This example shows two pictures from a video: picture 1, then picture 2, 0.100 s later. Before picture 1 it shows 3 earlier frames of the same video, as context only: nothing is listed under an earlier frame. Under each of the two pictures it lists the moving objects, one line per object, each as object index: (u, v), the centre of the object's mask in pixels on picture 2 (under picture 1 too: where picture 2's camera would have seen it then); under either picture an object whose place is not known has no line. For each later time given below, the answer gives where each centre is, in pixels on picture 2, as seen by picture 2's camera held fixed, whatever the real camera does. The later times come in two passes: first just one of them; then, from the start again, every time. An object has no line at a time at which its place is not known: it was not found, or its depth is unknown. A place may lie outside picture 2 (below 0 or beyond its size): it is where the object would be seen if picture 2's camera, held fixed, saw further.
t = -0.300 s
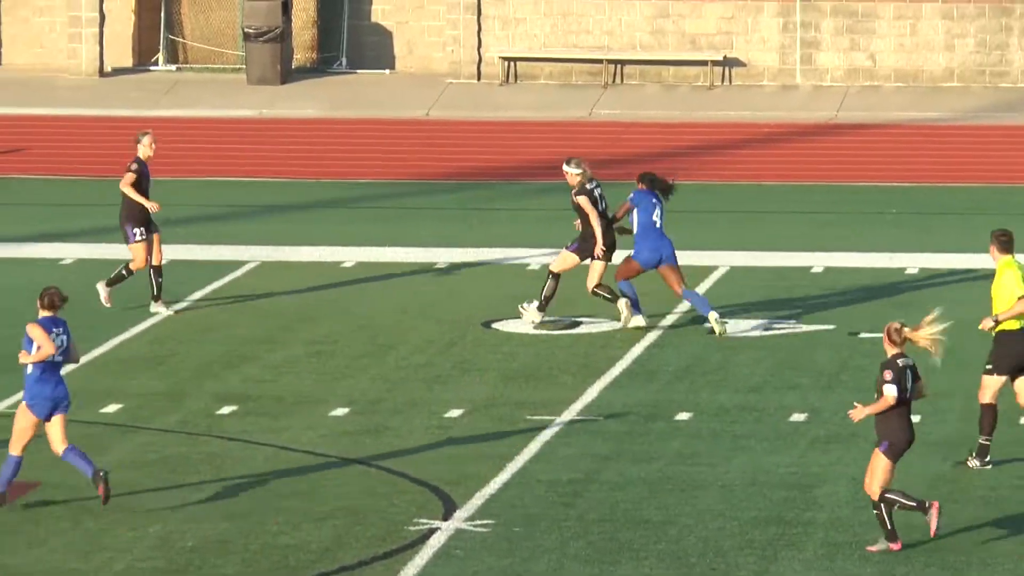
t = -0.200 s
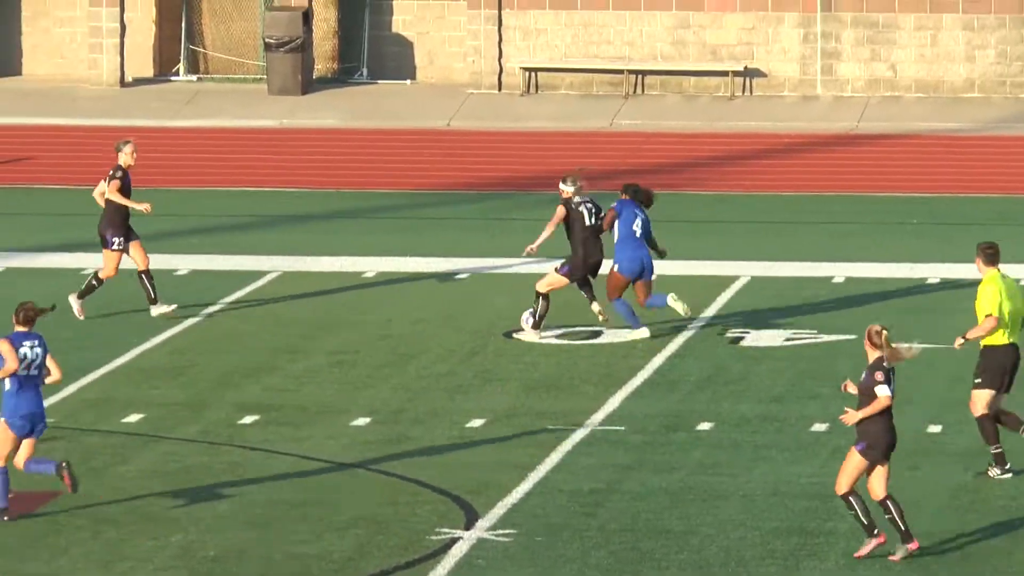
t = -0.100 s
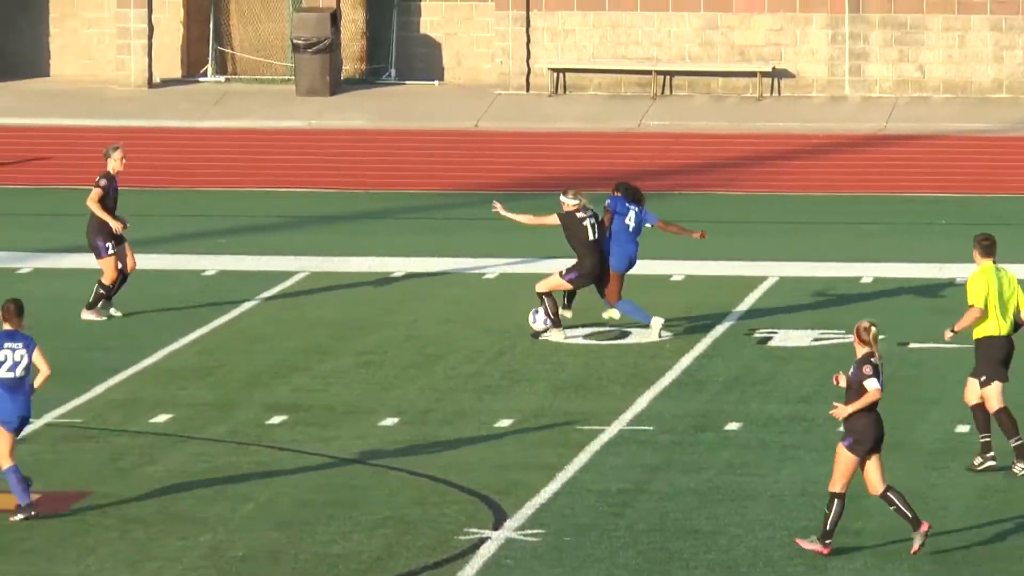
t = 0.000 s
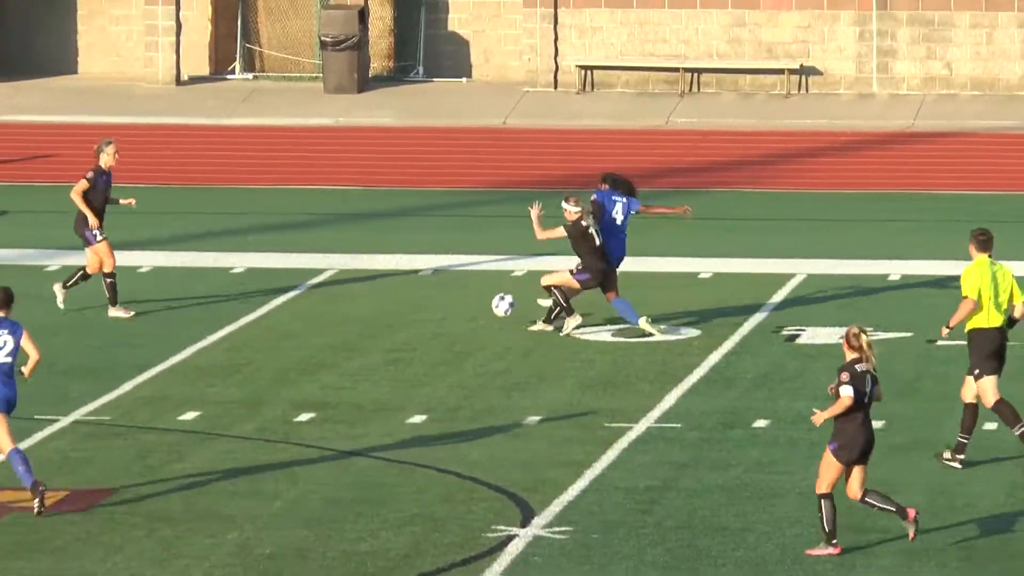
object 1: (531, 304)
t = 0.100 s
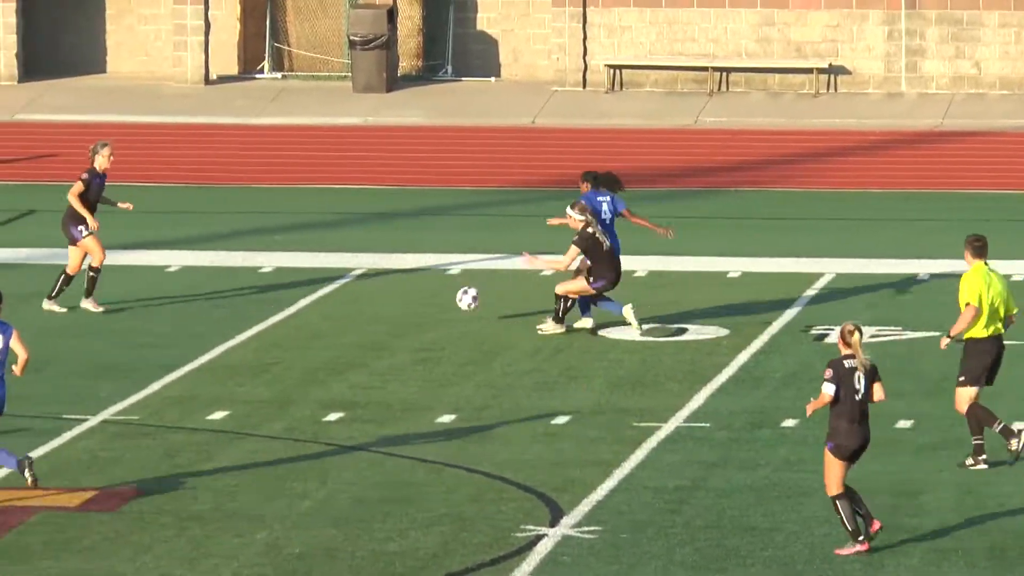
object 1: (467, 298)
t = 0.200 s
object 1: (406, 305)
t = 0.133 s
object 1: (447, 299)
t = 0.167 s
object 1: (426, 302)
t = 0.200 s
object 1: (406, 305)
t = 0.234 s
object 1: (386, 309)
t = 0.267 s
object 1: (365, 305)
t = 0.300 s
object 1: (344, 301)
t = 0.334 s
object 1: (324, 299)
